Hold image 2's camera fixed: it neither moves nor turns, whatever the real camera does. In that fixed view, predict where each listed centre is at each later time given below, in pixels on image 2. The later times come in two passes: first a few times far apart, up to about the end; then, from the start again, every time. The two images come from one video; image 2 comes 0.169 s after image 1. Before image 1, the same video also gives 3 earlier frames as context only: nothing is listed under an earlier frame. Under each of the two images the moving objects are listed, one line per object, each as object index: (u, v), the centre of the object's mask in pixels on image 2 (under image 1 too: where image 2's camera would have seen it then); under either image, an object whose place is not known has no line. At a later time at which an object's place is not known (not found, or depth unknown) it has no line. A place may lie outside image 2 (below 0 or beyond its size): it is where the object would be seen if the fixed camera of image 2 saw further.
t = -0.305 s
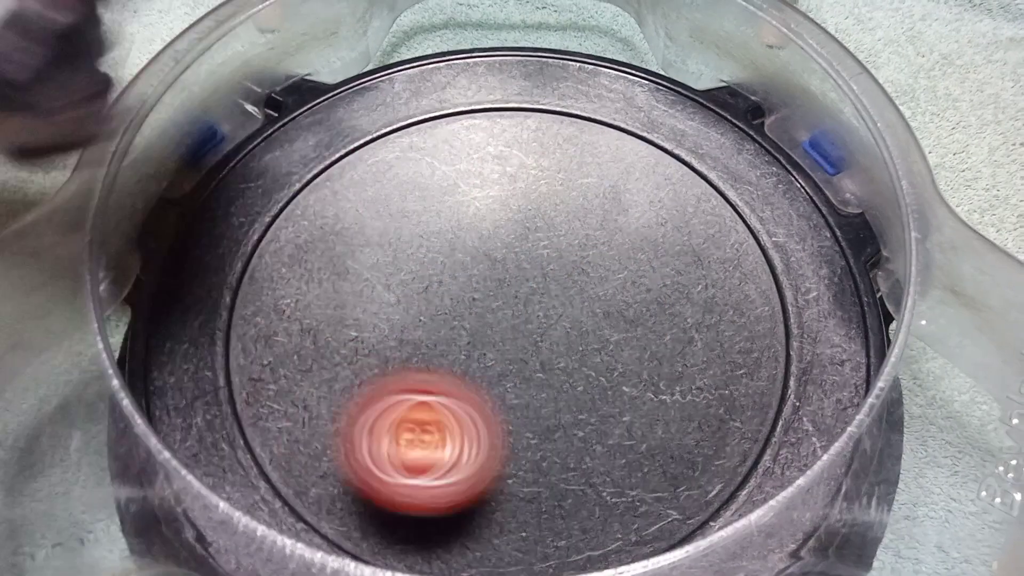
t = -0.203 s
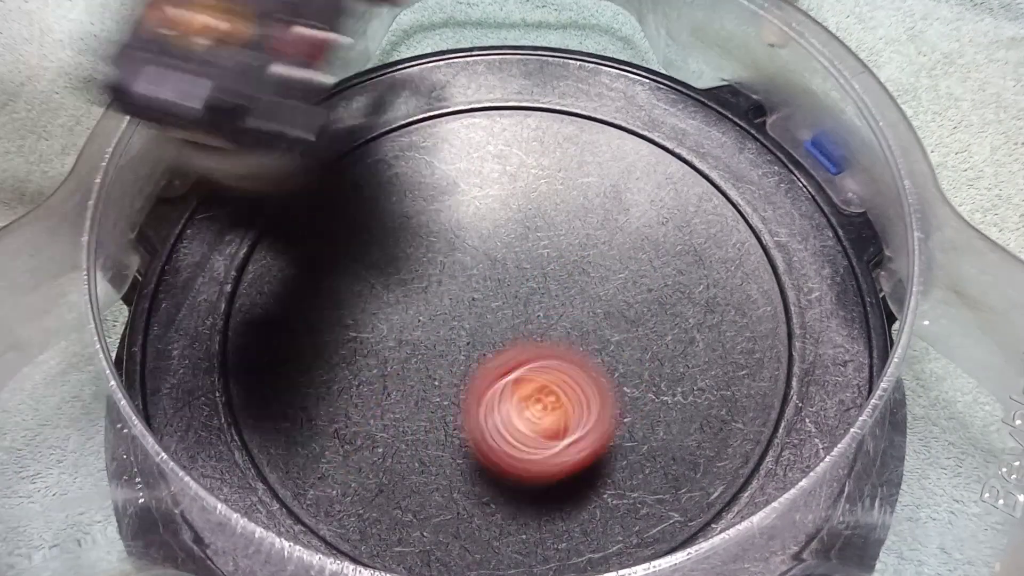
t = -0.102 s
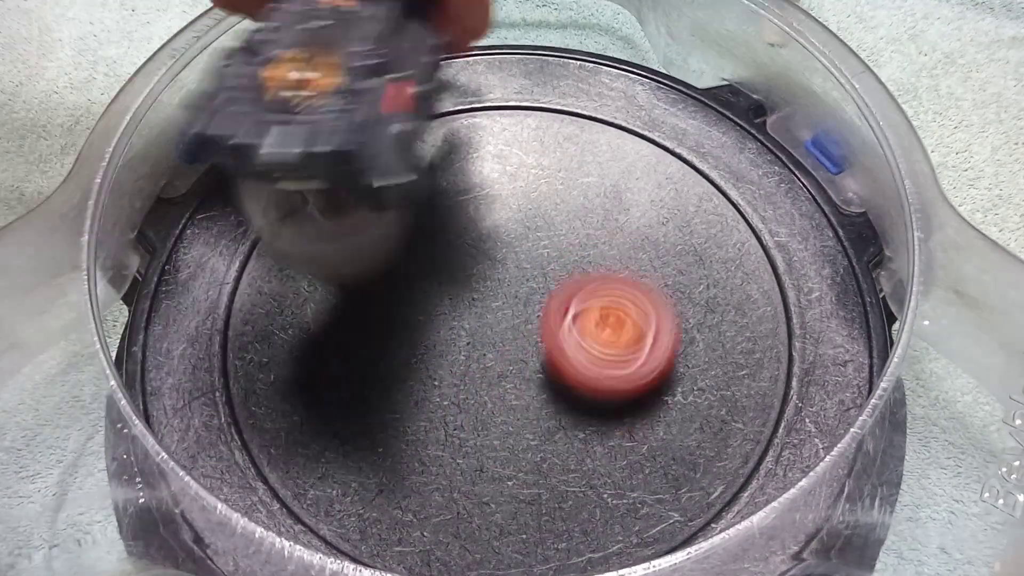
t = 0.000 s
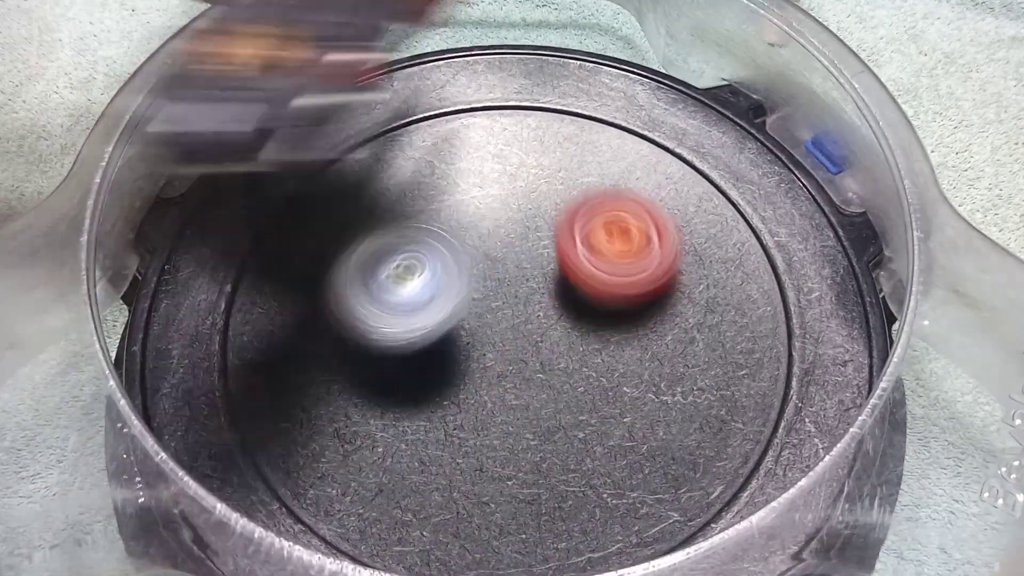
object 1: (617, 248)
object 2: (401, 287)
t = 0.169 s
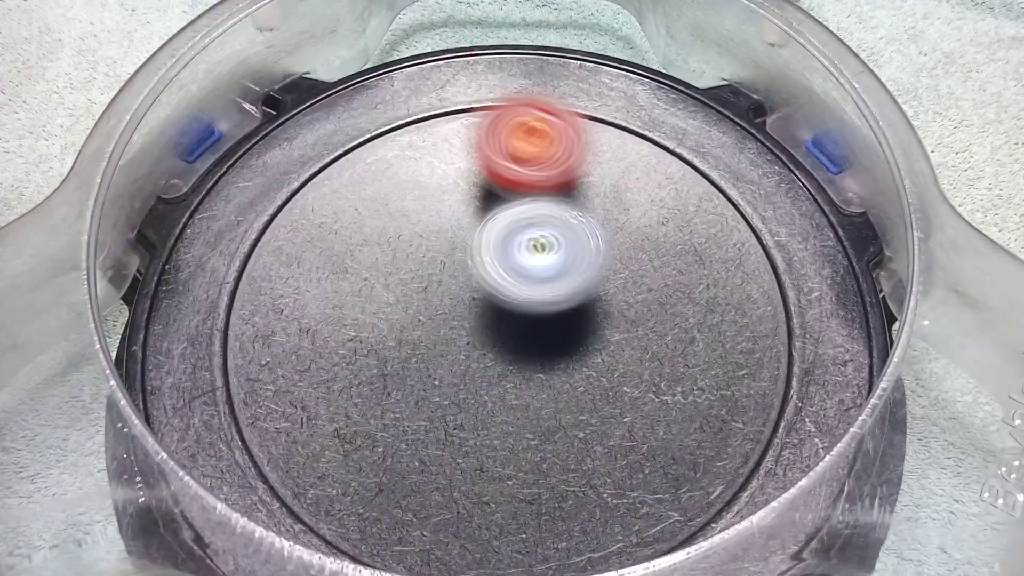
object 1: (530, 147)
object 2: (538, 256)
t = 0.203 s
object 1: (500, 139)
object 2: (561, 258)
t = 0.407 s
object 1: (312, 202)
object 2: (636, 344)
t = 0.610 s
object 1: (282, 383)
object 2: (540, 453)
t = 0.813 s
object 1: (186, 403)
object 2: (634, 444)
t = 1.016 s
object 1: (319, 412)
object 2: (462, 357)
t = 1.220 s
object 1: (376, 399)
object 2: (602, 164)
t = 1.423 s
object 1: (418, 355)
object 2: (798, 209)
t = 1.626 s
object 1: (454, 268)
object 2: (619, 451)
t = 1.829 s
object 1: (424, 172)
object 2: (259, 314)
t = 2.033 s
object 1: (512, 135)
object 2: (294, 169)
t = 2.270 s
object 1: (630, 148)
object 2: (487, 237)
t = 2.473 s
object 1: (611, 208)
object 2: (438, 356)
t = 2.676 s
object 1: (581, 270)
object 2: (285, 314)
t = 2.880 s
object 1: (632, 302)
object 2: (382, 212)
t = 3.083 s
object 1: (728, 276)
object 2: (563, 296)
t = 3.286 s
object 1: (755, 223)
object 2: (537, 501)
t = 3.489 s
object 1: (642, 238)
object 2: (312, 459)
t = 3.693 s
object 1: (554, 359)
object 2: (380, 246)
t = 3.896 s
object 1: (592, 472)
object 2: (652, 206)
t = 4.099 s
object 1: (609, 469)
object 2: (784, 350)
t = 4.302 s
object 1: (358, 496)
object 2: (645, 307)
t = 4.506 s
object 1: (325, 449)
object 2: (592, 243)
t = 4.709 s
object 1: (351, 360)
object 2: (652, 170)
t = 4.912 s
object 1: (345, 279)
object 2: (718, 208)
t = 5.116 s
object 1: (303, 218)
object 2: (579, 283)
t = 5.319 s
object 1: (302, 198)
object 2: (453, 235)
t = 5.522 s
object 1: (295, 236)
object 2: (730, 298)
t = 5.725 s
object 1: (459, 252)
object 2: (655, 470)
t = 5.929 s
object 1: (557, 204)
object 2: (446, 435)
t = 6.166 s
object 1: (617, 167)
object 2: (416, 253)
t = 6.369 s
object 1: (668, 169)
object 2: (520, 168)
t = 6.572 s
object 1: (727, 214)
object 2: (536, 148)
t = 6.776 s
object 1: (686, 300)
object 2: (505, 226)
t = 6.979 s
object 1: (666, 388)
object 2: (394, 268)
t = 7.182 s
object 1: (622, 466)
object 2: (319, 238)
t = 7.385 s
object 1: (543, 506)
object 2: (385, 231)
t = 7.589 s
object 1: (464, 486)
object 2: (475, 324)
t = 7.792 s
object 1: (373, 523)
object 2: (586, 127)
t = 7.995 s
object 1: (379, 409)
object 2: (674, 108)
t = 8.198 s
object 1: (405, 302)
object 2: (706, 223)
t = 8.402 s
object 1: (441, 228)
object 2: (582, 340)
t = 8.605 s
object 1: (494, 178)
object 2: (424, 359)
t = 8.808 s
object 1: (554, 152)
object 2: (317, 314)
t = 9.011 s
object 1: (622, 160)
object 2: (318, 243)
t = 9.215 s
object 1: (670, 202)
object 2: (439, 239)
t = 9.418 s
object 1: (685, 273)
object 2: (545, 307)
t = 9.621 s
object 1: (700, 316)
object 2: (557, 403)
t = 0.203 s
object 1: (500, 139)
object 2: (561, 258)
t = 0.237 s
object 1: (466, 134)
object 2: (582, 261)
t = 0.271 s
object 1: (430, 133)
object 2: (602, 268)
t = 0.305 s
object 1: (393, 140)
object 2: (619, 282)
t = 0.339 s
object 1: (361, 152)
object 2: (633, 298)
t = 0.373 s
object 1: (332, 174)
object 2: (638, 319)
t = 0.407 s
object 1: (312, 202)
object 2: (636, 344)
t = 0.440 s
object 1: (298, 238)
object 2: (623, 371)
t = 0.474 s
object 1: (295, 276)
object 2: (599, 397)
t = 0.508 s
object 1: (303, 317)
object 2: (563, 421)
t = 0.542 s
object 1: (327, 358)
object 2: (517, 436)
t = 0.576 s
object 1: (336, 382)
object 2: (497, 444)
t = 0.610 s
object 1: (282, 383)
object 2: (540, 453)
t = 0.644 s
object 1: (237, 385)
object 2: (583, 466)
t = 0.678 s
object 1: (209, 384)
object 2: (614, 468)
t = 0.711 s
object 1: (197, 385)
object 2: (637, 466)
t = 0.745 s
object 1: (182, 392)
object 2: (648, 460)
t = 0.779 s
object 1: (180, 398)
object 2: (645, 452)
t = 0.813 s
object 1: (186, 403)
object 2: (634, 444)
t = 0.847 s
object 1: (207, 403)
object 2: (612, 438)
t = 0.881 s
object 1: (220, 407)
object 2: (583, 434)
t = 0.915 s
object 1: (236, 410)
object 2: (546, 427)
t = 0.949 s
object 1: (262, 413)
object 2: (510, 410)
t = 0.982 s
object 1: (291, 413)
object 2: (481, 387)
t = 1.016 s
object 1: (319, 412)
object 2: (462, 357)
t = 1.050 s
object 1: (327, 414)
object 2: (468, 317)
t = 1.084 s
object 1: (337, 413)
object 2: (484, 279)
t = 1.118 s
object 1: (347, 412)
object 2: (506, 244)
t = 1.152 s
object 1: (357, 409)
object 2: (531, 213)
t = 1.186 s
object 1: (366, 404)
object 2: (566, 185)
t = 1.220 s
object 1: (376, 399)
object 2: (602, 164)
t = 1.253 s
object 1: (384, 391)
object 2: (640, 148)
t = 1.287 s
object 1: (391, 384)
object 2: (683, 139)
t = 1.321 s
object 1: (397, 378)
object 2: (720, 142)
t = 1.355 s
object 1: (404, 370)
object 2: (756, 149)
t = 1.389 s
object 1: (411, 363)
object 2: (783, 173)
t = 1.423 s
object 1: (418, 355)
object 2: (798, 209)
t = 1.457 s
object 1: (425, 345)
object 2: (805, 247)
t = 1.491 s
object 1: (433, 334)
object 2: (800, 285)
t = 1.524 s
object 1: (441, 318)
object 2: (781, 334)
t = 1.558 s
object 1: (447, 302)
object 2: (738, 382)
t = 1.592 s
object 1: (452, 285)
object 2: (685, 422)
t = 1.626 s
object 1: (454, 268)
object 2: (619, 451)
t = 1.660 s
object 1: (455, 250)
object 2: (542, 466)
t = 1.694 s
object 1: (454, 232)
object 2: (468, 461)
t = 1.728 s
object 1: (449, 214)
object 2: (400, 441)
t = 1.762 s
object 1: (443, 198)
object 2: (341, 406)
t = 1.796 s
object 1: (434, 182)
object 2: (292, 363)
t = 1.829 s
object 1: (424, 172)
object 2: (259, 314)
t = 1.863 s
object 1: (411, 163)
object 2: (242, 261)
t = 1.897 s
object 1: (399, 157)
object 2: (247, 213)
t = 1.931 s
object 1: (395, 154)
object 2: (262, 172)
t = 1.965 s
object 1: (435, 146)
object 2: (245, 151)
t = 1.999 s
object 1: (477, 141)
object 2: (264, 158)
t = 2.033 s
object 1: (512, 135)
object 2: (294, 169)
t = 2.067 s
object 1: (540, 132)
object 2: (326, 183)
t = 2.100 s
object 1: (565, 130)
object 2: (361, 193)
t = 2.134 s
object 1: (585, 130)
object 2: (392, 201)
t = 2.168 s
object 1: (602, 132)
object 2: (425, 207)
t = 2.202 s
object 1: (615, 136)
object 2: (451, 214)
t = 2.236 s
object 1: (624, 142)
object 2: (473, 223)
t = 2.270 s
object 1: (630, 148)
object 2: (487, 237)
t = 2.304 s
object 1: (633, 156)
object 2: (498, 255)
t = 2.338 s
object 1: (633, 164)
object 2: (500, 276)
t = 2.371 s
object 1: (630, 174)
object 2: (495, 298)
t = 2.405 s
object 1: (624, 185)
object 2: (484, 320)
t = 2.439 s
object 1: (619, 195)
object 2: (464, 340)
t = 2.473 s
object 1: (611, 208)
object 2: (438, 356)
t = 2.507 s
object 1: (604, 220)
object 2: (409, 366)
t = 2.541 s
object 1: (597, 230)
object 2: (378, 368)
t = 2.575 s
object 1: (591, 241)
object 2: (347, 364)
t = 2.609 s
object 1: (585, 251)
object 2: (320, 352)
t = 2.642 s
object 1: (582, 260)
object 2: (299, 335)
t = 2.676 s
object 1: (581, 270)
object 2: (285, 314)
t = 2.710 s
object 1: (582, 278)
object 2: (281, 291)
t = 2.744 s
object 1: (587, 286)
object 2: (285, 268)
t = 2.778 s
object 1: (594, 292)
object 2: (301, 245)
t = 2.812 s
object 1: (605, 297)
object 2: (324, 228)
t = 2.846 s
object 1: (617, 300)
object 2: (352, 217)
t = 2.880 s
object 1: (632, 302)
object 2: (382, 212)
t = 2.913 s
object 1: (649, 302)
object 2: (417, 214)
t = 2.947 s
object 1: (665, 301)
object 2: (446, 220)
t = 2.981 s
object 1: (681, 296)
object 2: (480, 232)
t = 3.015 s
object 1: (697, 291)
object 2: (510, 248)
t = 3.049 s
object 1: (713, 285)
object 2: (536, 270)
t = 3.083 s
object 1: (728, 276)
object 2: (563, 296)
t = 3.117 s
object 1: (741, 267)
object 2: (582, 329)
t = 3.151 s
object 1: (751, 259)
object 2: (595, 364)
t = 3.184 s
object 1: (761, 249)
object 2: (599, 401)
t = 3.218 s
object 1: (765, 239)
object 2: (591, 438)
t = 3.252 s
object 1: (764, 229)
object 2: (570, 474)
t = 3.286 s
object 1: (755, 223)
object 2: (537, 501)
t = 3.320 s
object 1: (740, 219)
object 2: (496, 514)
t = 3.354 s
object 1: (721, 218)
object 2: (453, 518)
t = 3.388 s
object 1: (702, 219)
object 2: (411, 515)
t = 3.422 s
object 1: (680, 224)
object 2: (373, 503)
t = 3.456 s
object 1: (661, 229)
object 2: (337, 484)
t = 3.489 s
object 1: (642, 238)
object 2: (312, 459)
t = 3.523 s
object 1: (625, 248)
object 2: (297, 425)
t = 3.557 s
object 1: (606, 264)
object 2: (294, 387)
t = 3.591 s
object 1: (589, 285)
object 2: (301, 347)
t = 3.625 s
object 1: (573, 308)
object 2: (320, 310)
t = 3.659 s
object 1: (562, 333)
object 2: (346, 274)
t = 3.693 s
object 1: (554, 359)
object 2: (380, 246)
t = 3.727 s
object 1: (550, 385)
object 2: (420, 224)
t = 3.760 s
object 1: (550, 409)
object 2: (464, 207)
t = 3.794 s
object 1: (555, 431)
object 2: (512, 197)
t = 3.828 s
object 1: (564, 449)
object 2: (559, 193)
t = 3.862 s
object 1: (576, 463)
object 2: (604, 197)
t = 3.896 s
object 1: (592, 472)
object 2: (652, 206)
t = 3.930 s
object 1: (610, 478)
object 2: (694, 222)
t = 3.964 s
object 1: (629, 479)
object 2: (731, 245)
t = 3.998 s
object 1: (646, 474)
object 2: (765, 274)
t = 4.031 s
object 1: (658, 465)
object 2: (791, 315)
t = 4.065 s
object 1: (661, 453)
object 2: (788, 348)
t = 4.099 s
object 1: (609, 469)
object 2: (784, 350)
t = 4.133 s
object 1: (555, 483)
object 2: (773, 343)
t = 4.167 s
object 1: (507, 492)
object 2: (752, 336)
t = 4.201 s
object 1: (466, 498)
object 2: (729, 329)
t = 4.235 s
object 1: (432, 500)
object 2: (710, 323)
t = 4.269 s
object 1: (402, 500)
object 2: (686, 317)
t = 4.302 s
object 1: (358, 496)
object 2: (645, 307)
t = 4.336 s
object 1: (343, 494)
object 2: (630, 300)
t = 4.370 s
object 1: (330, 490)
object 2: (617, 292)
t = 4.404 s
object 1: (326, 482)
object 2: (604, 282)
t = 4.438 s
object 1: (323, 474)
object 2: (597, 271)
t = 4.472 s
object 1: (323, 463)
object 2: (593, 257)
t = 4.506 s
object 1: (325, 449)
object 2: (592, 243)
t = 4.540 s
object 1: (329, 436)
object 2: (596, 228)
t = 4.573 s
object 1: (334, 421)
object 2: (601, 215)
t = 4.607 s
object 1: (339, 406)
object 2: (609, 201)
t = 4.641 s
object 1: (344, 390)
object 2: (621, 190)
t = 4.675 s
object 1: (348, 375)
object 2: (635, 178)
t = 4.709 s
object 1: (351, 360)
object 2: (652, 170)
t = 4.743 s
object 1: (352, 345)
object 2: (671, 161)
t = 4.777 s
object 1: (353, 330)
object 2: (688, 158)
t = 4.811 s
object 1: (352, 315)
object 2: (705, 158)
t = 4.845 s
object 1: (351, 302)
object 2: (716, 167)
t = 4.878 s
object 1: (348, 290)
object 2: (718, 188)
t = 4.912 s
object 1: (345, 279)
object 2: (718, 208)
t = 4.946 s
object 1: (341, 268)
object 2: (709, 226)
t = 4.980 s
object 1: (334, 258)
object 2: (691, 244)
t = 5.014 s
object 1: (328, 248)
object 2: (666, 260)
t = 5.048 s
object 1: (320, 238)
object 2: (640, 272)
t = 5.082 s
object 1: (311, 228)
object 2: (609, 280)
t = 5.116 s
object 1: (303, 218)
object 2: (579, 283)
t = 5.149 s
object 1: (294, 207)
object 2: (549, 282)
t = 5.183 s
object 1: (286, 198)
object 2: (522, 279)
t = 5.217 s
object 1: (281, 191)
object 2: (497, 271)
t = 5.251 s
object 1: (290, 193)
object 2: (475, 261)
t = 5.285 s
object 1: (302, 197)
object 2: (454, 247)
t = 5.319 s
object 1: (302, 198)
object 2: (453, 235)
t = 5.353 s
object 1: (254, 175)
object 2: (521, 237)
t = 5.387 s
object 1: (225, 169)
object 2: (584, 241)
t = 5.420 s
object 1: (233, 186)
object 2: (639, 248)
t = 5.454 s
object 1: (249, 203)
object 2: (680, 260)
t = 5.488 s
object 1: (269, 220)
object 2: (712, 276)
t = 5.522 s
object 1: (295, 236)
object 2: (730, 298)
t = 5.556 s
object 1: (322, 246)
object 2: (742, 326)
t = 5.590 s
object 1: (351, 253)
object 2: (738, 358)
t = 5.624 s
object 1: (382, 257)
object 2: (730, 390)
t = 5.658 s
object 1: (409, 257)
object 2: (714, 422)
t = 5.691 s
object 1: (436, 255)
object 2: (688, 453)
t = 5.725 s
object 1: (459, 252)
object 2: (655, 470)
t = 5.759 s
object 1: (479, 247)
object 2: (621, 485)
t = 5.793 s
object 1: (497, 241)
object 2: (581, 489)
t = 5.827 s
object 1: (510, 233)
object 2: (538, 485)
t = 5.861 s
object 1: (525, 224)
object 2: (503, 473)
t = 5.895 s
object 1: (541, 213)
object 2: (469, 454)
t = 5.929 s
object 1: (557, 204)
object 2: (446, 435)
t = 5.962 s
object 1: (571, 196)
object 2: (425, 412)
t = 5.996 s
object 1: (582, 190)
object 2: (409, 384)
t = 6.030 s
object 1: (591, 184)
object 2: (402, 358)
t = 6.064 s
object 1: (598, 179)
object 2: (399, 334)
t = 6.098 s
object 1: (605, 175)
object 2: (399, 306)
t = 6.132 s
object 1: (610, 171)
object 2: (405, 277)
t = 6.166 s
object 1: (617, 167)
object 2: (416, 253)
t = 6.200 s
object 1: (625, 164)
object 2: (430, 230)
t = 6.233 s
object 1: (631, 162)
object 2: (447, 209)
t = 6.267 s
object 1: (638, 161)
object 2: (468, 192)
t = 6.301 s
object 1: (644, 162)
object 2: (489, 181)
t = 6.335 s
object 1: (649, 163)
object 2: (511, 173)
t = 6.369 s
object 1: (668, 169)
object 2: (520, 168)
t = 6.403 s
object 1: (690, 174)
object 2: (518, 160)
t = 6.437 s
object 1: (706, 180)
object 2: (518, 155)
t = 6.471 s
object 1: (720, 184)
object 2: (521, 151)
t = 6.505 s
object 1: (733, 190)
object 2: (525, 146)
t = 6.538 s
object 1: (732, 201)
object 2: (531, 144)
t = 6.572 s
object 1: (727, 214)
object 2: (536, 148)
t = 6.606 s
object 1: (720, 229)
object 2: (539, 155)
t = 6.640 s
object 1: (713, 243)
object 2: (539, 165)
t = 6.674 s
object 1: (706, 256)
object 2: (537, 180)
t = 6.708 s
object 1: (699, 271)
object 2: (531, 194)
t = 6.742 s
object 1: (692, 285)
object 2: (519, 212)
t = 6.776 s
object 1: (686, 300)
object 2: (505, 226)
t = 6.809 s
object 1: (682, 314)
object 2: (486, 238)
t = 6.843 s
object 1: (678, 329)
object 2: (468, 249)
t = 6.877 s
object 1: (675, 343)
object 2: (450, 257)
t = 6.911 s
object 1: (672, 358)
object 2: (429, 262)
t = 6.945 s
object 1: (669, 372)
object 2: (412, 266)
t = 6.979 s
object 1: (666, 388)
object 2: (394, 268)
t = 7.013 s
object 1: (662, 402)
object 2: (375, 268)
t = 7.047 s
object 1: (657, 416)
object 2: (359, 265)
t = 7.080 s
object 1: (649, 430)
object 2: (344, 261)
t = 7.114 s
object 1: (641, 442)
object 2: (332, 254)
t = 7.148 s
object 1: (632, 454)
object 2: (325, 246)
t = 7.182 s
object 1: (622, 466)
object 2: (319, 238)
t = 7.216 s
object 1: (611, 477)
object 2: (320, 230)
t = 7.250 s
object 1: (599, 487)
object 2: (325, 224)
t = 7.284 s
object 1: (587, 494)
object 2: (334, 220)
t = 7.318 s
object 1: (573, 500)
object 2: (348, 219)
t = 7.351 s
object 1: (559, 504)
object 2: (365, 223)
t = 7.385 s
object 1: (543, 506)
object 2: (385, 231)
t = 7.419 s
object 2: (403, 241)
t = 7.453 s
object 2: (423, 258)
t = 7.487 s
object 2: (438, 273)
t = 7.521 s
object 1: (491, 502)
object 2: (454, 289)
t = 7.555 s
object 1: (477, 496)
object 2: (465, 308)
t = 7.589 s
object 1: (464, 486)
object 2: (475, 324)
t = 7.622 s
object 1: (450, 479)
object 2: (484, 341)
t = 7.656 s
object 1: (421, 507)
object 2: (493, 316)
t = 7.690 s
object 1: (400, 529)
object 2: (516, 258)
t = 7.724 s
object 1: (381, 543)
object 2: (539, 212)
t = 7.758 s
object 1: (377, 534)
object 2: (565, 166)
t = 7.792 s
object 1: (373, 523)
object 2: (586, 127)
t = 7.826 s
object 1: (368, 510)
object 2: (605, 102)
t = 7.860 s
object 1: (364, 497)
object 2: (623, 88)
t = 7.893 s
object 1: (365, 479)
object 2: (638, 83)
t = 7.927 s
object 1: (370, 454)
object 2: (655, 79)
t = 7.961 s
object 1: (375, 432)
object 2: (666, 92)
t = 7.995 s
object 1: (379, 409)
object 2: (674, 108)
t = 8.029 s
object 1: (383, 388)
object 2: (684, 122)
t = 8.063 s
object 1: (387, 368)
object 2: (692, 138)
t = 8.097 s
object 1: (391, 350)
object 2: (701, 157)
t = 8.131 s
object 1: (395, 333)
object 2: (709, 178)
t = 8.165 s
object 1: (400, 316)
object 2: (711, 200)
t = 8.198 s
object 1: (405, 302)
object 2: (706, 223)
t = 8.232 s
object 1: (409, 287)
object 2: (695, 248)
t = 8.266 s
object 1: (414, 274)
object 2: (679, 272)
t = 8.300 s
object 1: (420, 262)
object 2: (659, 292)
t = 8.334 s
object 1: (426, 249)
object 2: (636, 309)
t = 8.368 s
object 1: (433, 238)
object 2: (609, 326)
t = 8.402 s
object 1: (441, 228)
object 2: (582, 340)
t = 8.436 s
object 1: (449, 219)
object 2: (554, 350)
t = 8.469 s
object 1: (458, 209)
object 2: (528, 357)
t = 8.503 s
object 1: (468, 200)
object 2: (502, 360)
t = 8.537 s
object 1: (476, 192)
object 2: (475, 361)
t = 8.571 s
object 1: (485, 184)
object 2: (449, 360)
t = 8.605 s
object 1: (494, 178)
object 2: (424, 359)
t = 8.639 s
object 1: (504, 171)
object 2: (402, 355)
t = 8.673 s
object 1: (513, 166)
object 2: (380, 350)
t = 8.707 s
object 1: (523, 161)
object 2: (362, 342)
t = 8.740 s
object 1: (532, 158)
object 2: (345, 334)
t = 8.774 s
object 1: (543, 155)
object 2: (331, 324)
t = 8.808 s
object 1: (554, 152)
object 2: (317, 314)
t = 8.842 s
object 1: (565, 151)
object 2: (308, 302)
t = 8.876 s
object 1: (577, 151)
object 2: (301, 291)
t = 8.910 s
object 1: (588, 151)
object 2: (300, 277)
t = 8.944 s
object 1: (600, 154)
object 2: (301, 265)
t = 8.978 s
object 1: (611, 157)
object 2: (307, 253)
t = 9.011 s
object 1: (622, 160)
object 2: (318, 243)
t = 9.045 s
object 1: (633, 164)
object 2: (333, 235)
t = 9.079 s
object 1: (642, 169)
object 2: (350, 229)
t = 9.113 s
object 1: (651, 177)
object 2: (372, 227)
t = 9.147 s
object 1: (658, 185)
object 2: (393, 229)
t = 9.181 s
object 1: (664, 193)
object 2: (418, 232)
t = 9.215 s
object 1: (670, 202)
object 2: (439, 239)
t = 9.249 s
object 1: (675, 213)
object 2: (461, 247)
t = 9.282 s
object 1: (679, 224)
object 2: (481, 256)
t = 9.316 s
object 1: (681, 237)
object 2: (500, 268)
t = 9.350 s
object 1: (683, 249)
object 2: (518, 280)
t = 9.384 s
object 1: (682, 261)
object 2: (534, 293)
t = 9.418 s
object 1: (685, 273)
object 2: (545, 307)
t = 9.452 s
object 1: (698, 278)
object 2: (544, 323)
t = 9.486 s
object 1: (706, 284)
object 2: (548, 339)
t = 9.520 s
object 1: (708, 291)
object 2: (553, 356)
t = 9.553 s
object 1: (707, 298)
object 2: (557, 373)
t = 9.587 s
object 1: (705, 307)
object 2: (559, 388)
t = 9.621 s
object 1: (700, 316)
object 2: (557, 403)
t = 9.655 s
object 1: (694, 326)
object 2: (553, 417)
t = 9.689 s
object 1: (685, 335)
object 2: (545, 428)
